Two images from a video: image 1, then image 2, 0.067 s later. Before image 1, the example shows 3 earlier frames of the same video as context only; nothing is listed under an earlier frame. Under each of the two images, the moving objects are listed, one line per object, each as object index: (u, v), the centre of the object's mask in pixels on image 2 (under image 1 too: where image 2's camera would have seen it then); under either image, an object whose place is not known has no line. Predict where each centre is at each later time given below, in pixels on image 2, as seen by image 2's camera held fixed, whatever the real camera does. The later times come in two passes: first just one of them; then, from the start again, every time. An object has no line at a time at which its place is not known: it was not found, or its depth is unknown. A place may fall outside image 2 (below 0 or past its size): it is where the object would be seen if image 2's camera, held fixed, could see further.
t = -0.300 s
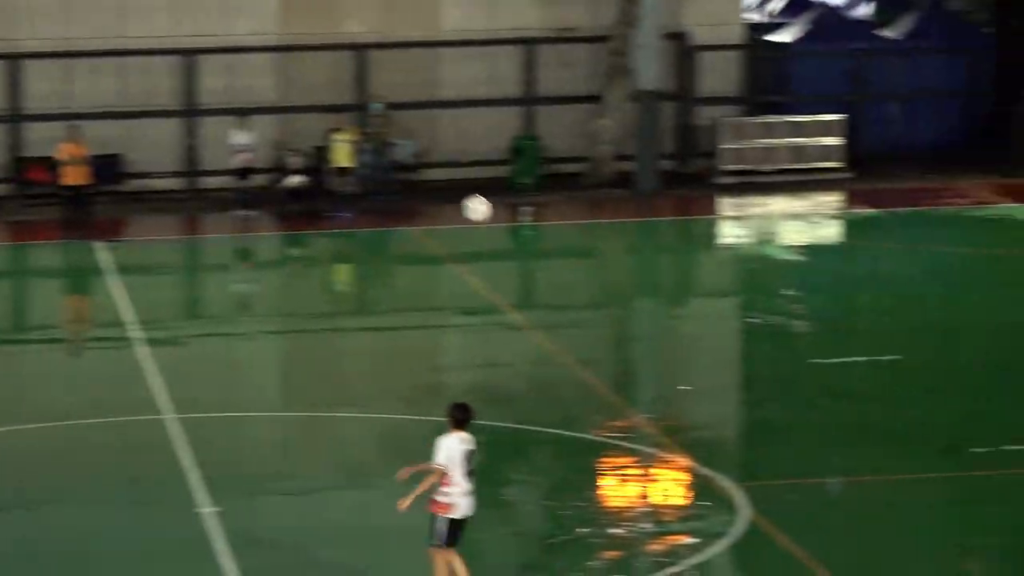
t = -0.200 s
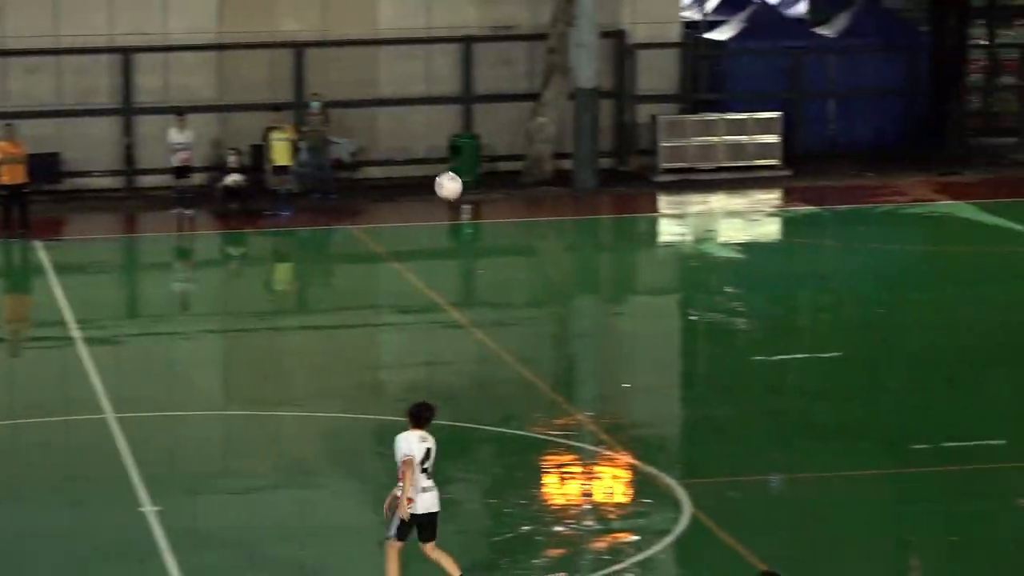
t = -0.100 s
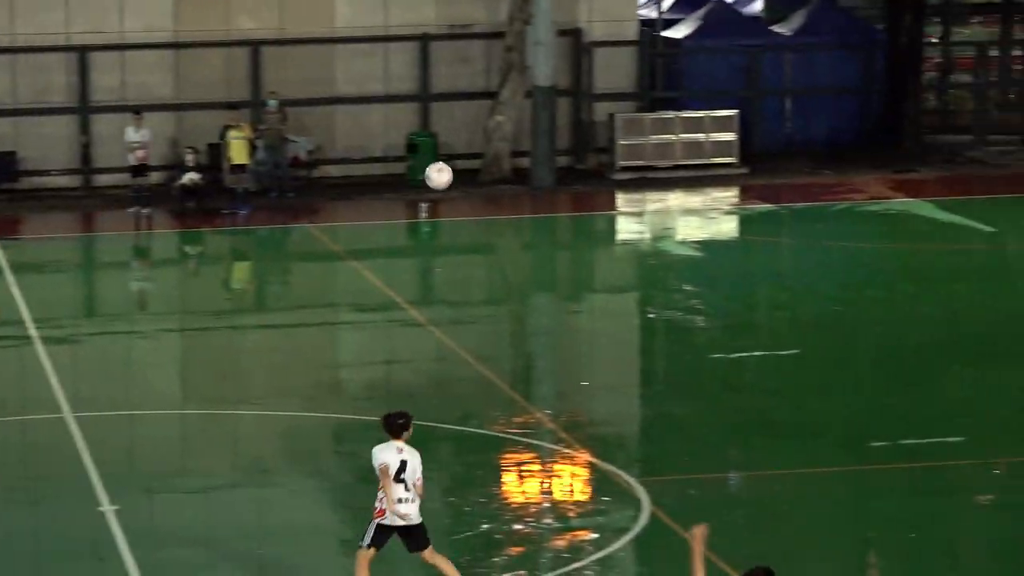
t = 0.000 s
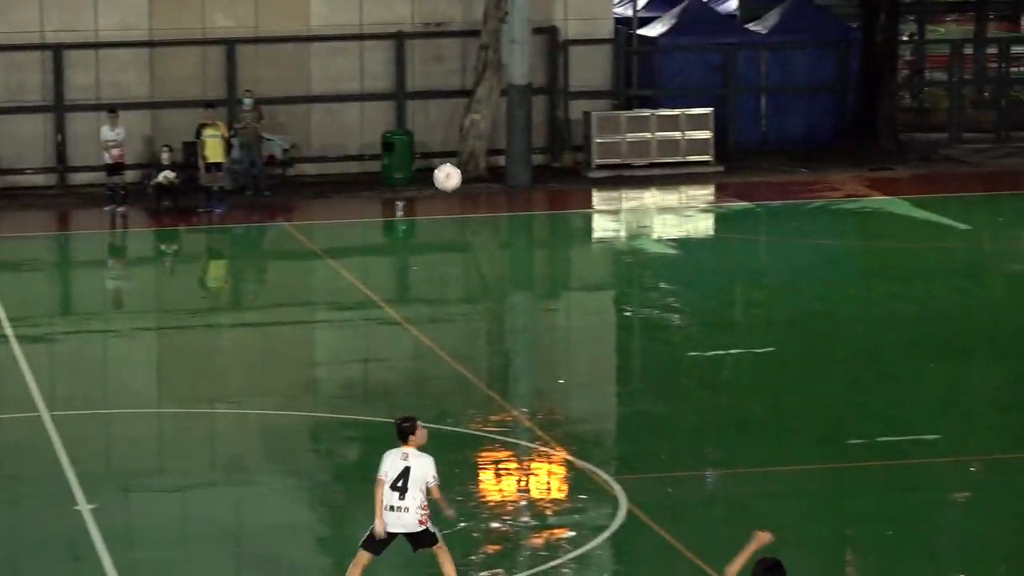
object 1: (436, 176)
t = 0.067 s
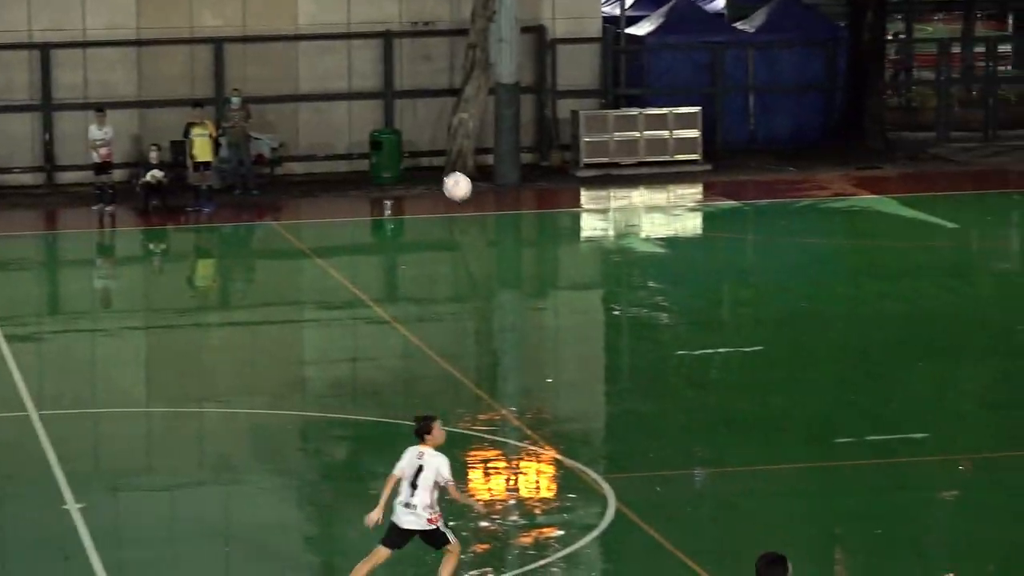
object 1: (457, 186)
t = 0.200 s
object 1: (501, 224)
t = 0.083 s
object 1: (462, 189)
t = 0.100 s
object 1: (468, 193)
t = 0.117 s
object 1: (474, 197)
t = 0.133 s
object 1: (479, 202)
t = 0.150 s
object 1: (485, 207)
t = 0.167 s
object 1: (490, 213)
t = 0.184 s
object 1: (496, 218)
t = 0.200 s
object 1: (501, 224)
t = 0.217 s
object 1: (507, 230)
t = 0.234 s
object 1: (513, 237)
